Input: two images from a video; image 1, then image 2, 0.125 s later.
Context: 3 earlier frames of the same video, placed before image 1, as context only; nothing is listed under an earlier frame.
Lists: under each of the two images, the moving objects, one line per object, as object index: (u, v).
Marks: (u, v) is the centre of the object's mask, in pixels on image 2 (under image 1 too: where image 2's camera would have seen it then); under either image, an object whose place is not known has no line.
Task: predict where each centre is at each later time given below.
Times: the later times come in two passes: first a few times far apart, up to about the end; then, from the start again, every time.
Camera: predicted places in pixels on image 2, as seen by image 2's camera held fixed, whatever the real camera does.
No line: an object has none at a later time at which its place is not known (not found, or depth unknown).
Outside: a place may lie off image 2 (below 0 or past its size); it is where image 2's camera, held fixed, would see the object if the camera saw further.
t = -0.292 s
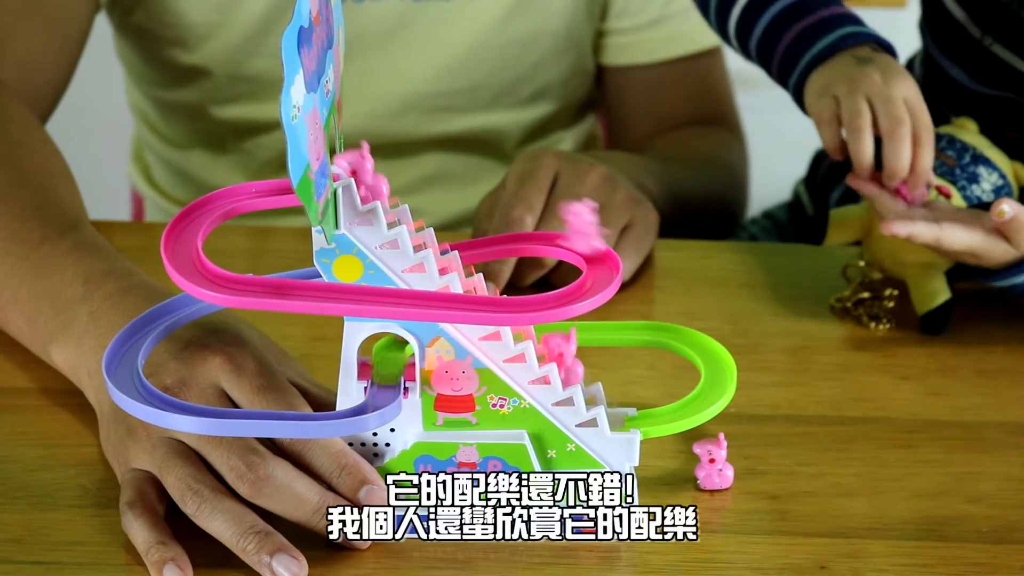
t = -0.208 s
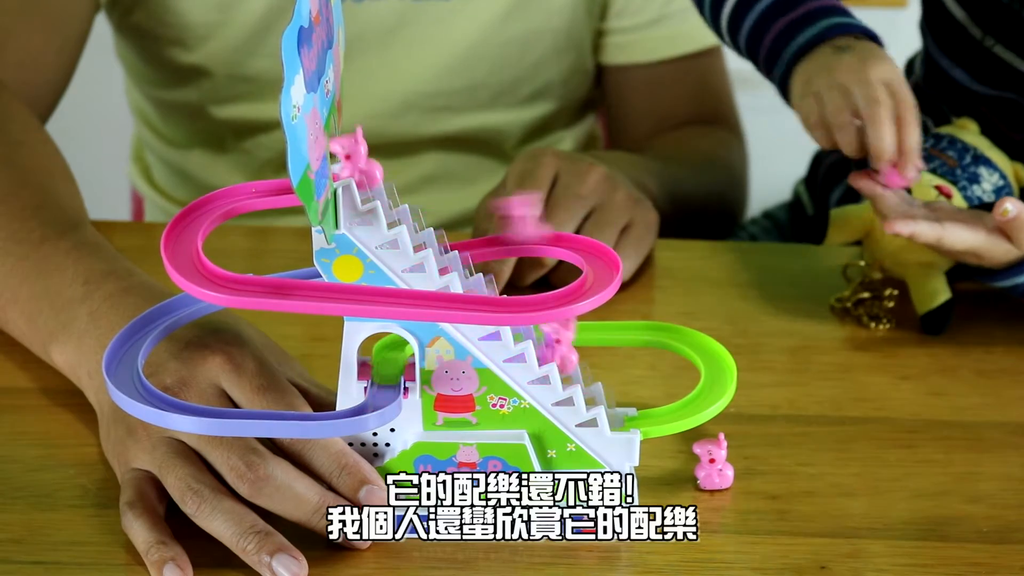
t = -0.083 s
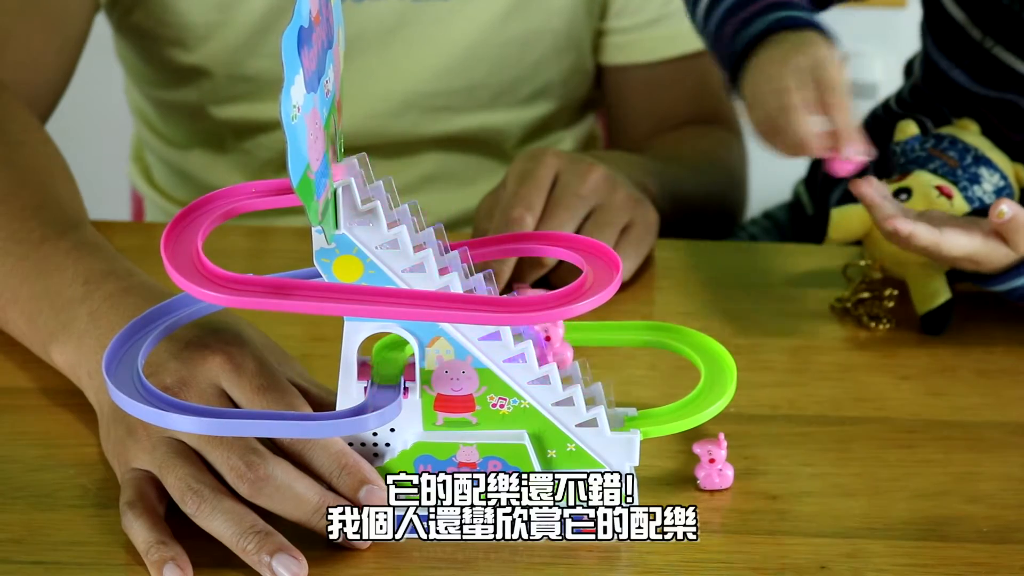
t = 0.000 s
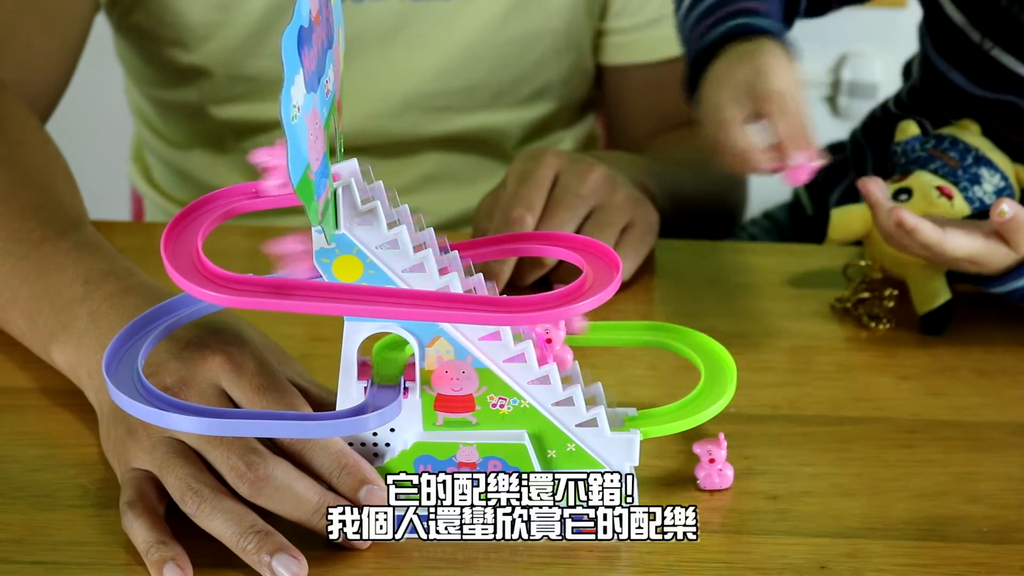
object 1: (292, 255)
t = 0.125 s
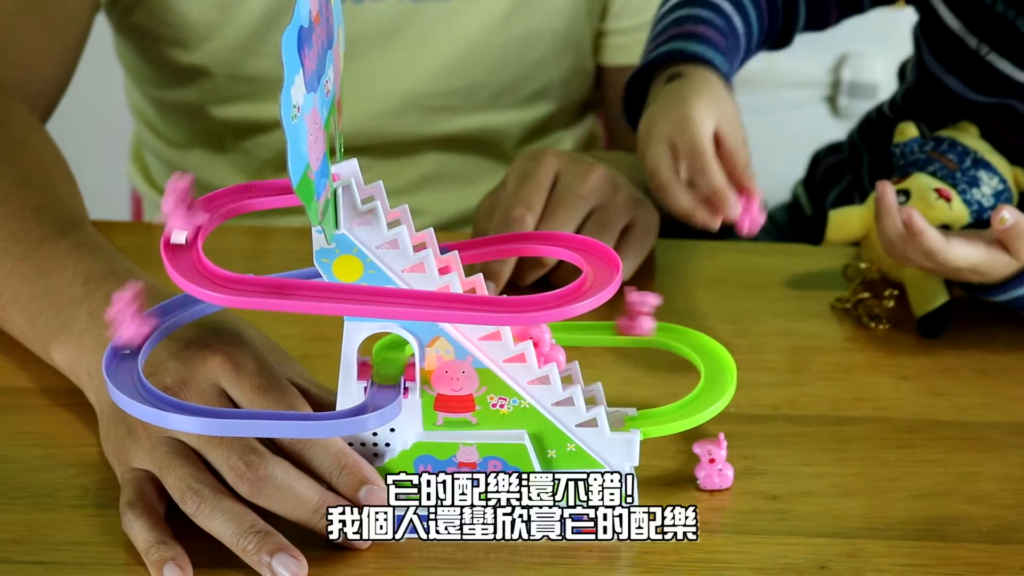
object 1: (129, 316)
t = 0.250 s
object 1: (133, 371)
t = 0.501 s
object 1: (296, 395)
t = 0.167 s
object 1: (117, 338)
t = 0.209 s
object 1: (119, 356)
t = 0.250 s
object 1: (133, 371)
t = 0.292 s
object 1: (154, 381)
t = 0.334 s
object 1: (179, 388)
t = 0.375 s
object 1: (207, 392)
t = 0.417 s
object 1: (238, 394)
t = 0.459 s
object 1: (268, 394)
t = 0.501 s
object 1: (296, 395)
